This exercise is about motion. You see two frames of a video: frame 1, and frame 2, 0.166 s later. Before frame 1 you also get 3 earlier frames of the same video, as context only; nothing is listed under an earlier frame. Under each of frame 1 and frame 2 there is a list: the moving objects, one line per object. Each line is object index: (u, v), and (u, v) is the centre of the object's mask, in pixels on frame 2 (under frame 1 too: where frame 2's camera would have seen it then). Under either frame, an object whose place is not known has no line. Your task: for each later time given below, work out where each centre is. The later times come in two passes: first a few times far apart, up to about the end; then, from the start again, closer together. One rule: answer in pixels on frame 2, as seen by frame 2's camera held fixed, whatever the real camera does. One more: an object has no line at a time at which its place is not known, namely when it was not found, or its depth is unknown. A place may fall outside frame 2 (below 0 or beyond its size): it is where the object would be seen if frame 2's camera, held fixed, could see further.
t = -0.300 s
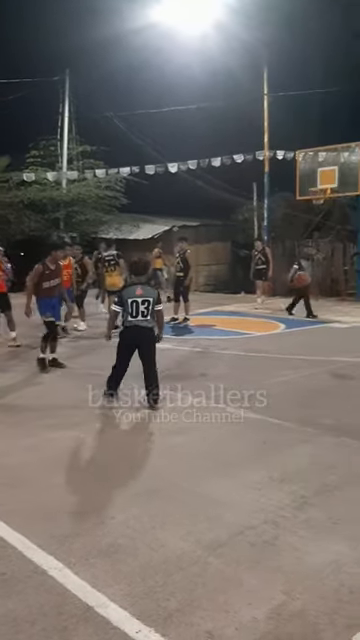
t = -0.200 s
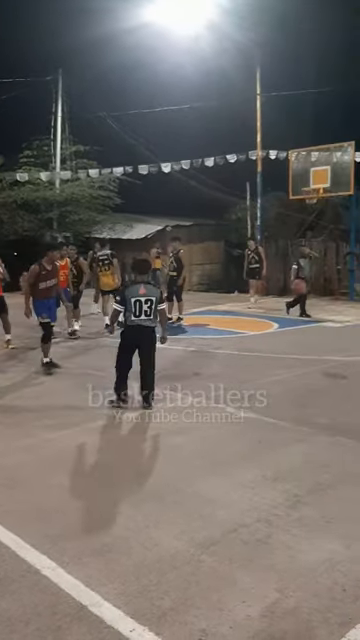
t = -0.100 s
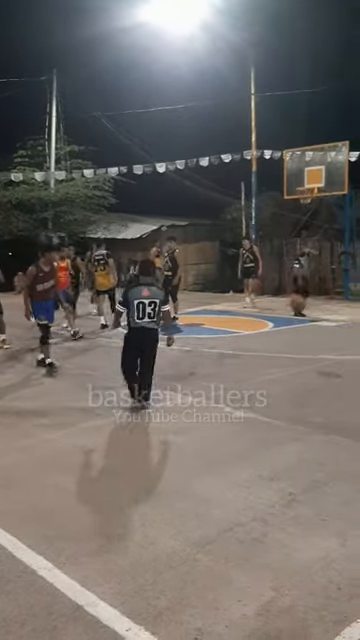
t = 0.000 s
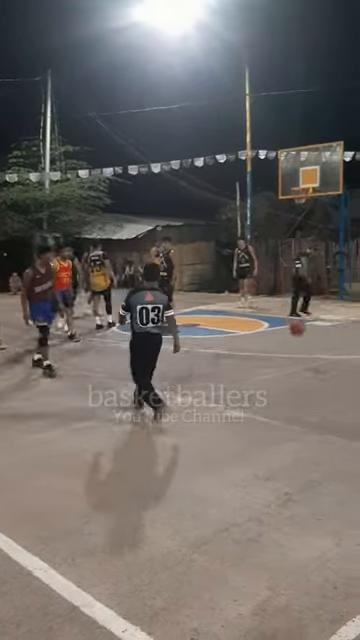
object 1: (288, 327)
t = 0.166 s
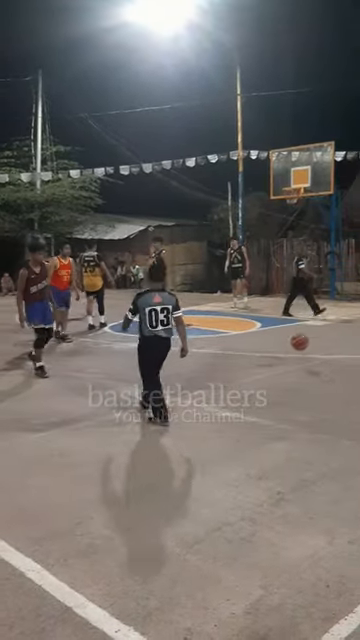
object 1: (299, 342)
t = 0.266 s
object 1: (307, 326)
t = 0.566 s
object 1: (334, 321)
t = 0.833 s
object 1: (360, 381)
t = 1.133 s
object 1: (398, 354)
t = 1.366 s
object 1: (431, 382)
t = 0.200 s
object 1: (302, 335)
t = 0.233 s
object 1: (304, 331)
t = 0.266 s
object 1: (307, 326)
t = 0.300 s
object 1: (310, 323)
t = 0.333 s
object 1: (312, 320)
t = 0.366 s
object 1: (315, 317)
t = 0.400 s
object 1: (319, 316)
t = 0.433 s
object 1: (321, 315)
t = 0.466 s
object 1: (324, 315)
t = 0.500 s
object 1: (328, 316)
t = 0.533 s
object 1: (330, 318)
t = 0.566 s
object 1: (334, 321)
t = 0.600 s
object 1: (337, 325)
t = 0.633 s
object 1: (339, 331)
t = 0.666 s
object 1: (343, 336)
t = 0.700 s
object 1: (347, 343)
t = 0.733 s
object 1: (350, 351)
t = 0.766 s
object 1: (354, 360)
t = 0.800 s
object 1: (356, 371)
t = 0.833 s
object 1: (360, 381)
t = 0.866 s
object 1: (363, 383)
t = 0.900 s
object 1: (368, 377)
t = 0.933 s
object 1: (371, 371)
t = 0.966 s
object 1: (376, 366)
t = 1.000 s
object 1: (380, 362)
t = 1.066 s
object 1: (389, 356)
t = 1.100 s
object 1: (393, 355)
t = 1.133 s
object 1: (398, 354)
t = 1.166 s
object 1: (402, 354)
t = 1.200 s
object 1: (406, 355)
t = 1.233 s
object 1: (411, 358)
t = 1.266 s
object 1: (416, 363)
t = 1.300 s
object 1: (421, 369)
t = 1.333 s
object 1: (427, 372)
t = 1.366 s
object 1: (431, 382)
